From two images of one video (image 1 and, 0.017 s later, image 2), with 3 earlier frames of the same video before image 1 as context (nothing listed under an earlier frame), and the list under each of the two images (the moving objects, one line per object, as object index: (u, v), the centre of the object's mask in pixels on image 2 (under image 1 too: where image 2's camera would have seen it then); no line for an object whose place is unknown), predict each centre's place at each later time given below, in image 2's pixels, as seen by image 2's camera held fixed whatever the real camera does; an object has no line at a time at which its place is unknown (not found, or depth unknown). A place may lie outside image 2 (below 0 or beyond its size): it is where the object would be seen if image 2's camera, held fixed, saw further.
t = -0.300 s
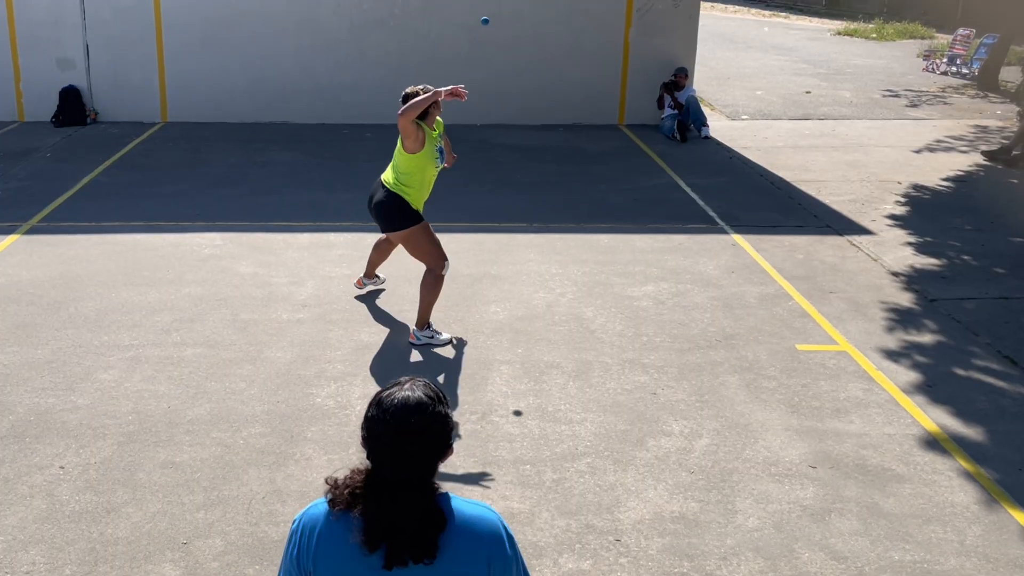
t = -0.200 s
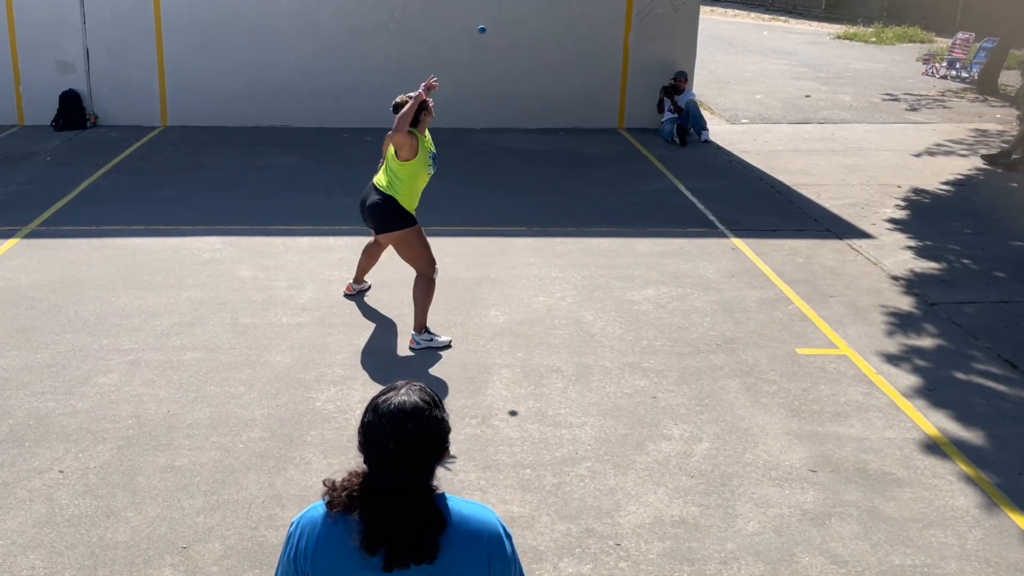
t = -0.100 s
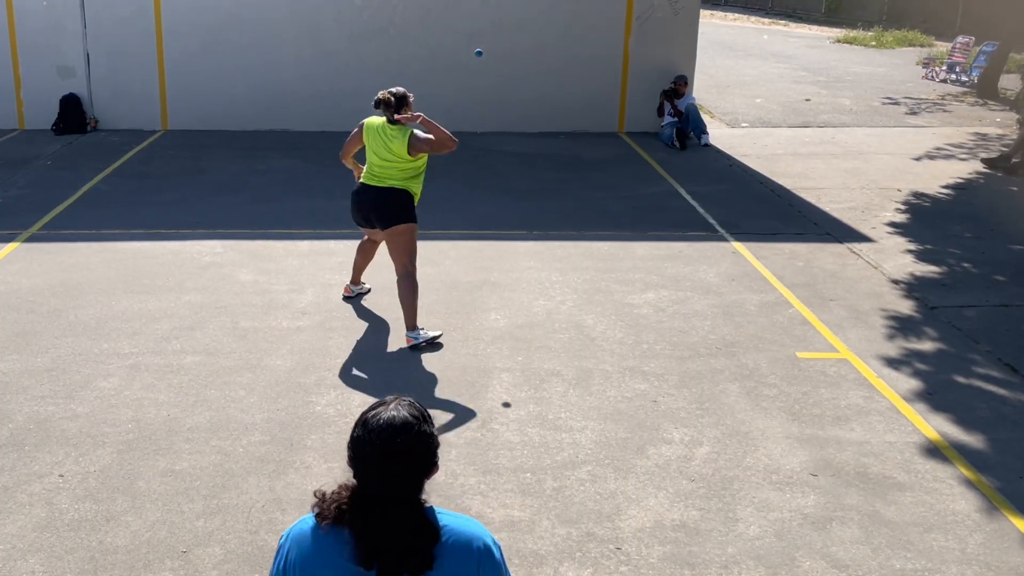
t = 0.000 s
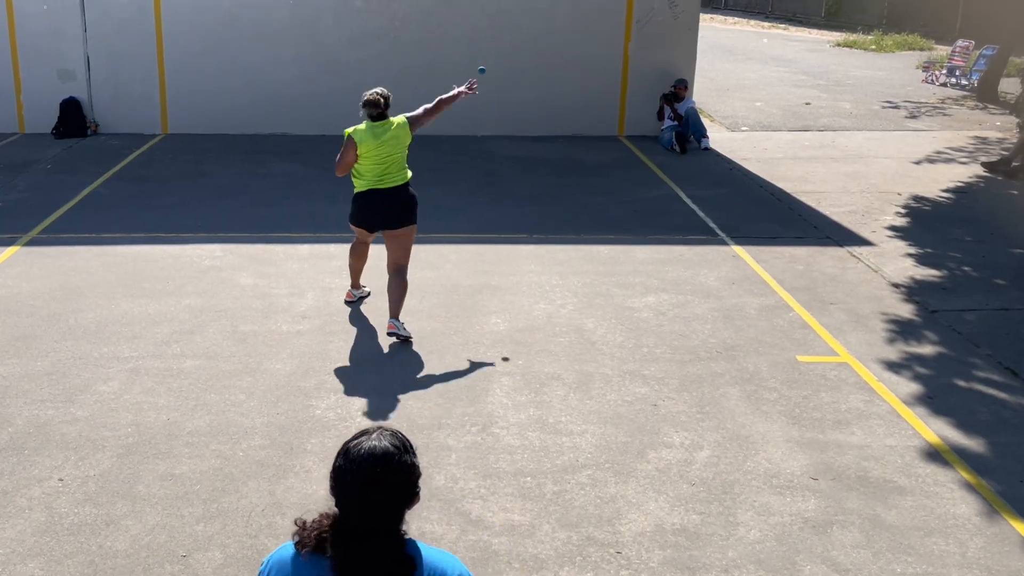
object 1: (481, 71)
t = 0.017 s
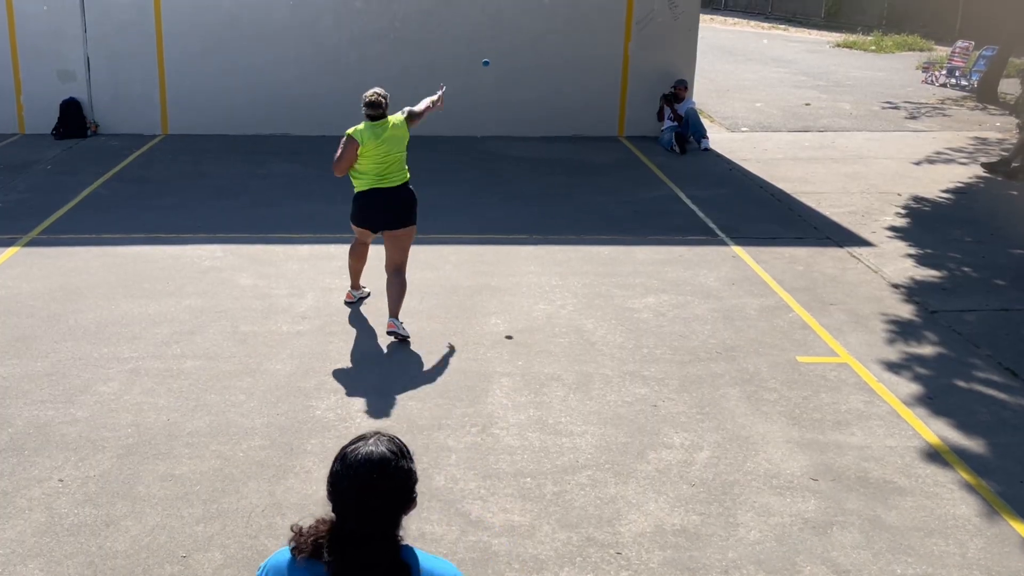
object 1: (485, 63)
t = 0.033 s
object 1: (489, 56)
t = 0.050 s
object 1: (493, 50)
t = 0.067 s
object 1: (496, 45)
